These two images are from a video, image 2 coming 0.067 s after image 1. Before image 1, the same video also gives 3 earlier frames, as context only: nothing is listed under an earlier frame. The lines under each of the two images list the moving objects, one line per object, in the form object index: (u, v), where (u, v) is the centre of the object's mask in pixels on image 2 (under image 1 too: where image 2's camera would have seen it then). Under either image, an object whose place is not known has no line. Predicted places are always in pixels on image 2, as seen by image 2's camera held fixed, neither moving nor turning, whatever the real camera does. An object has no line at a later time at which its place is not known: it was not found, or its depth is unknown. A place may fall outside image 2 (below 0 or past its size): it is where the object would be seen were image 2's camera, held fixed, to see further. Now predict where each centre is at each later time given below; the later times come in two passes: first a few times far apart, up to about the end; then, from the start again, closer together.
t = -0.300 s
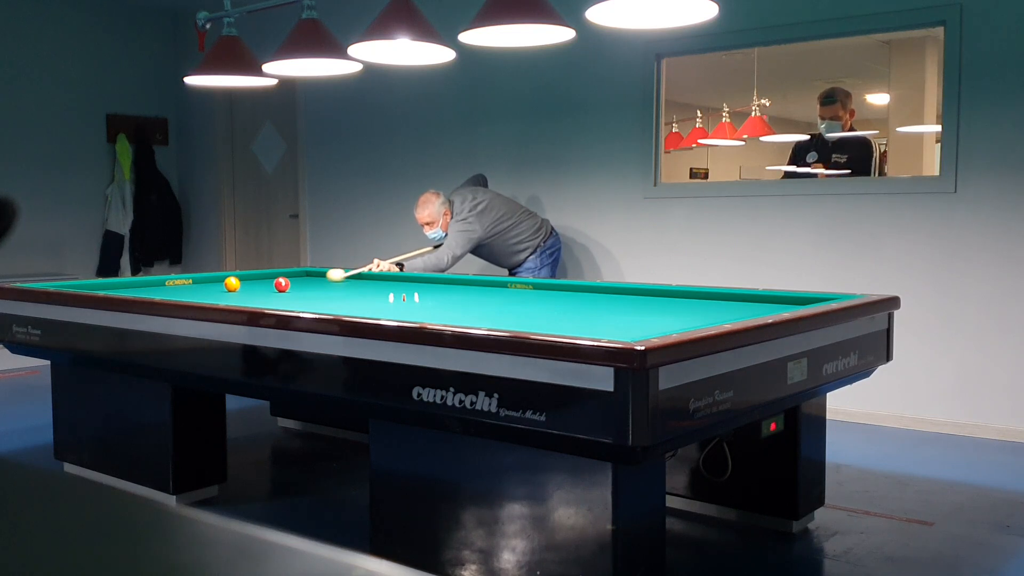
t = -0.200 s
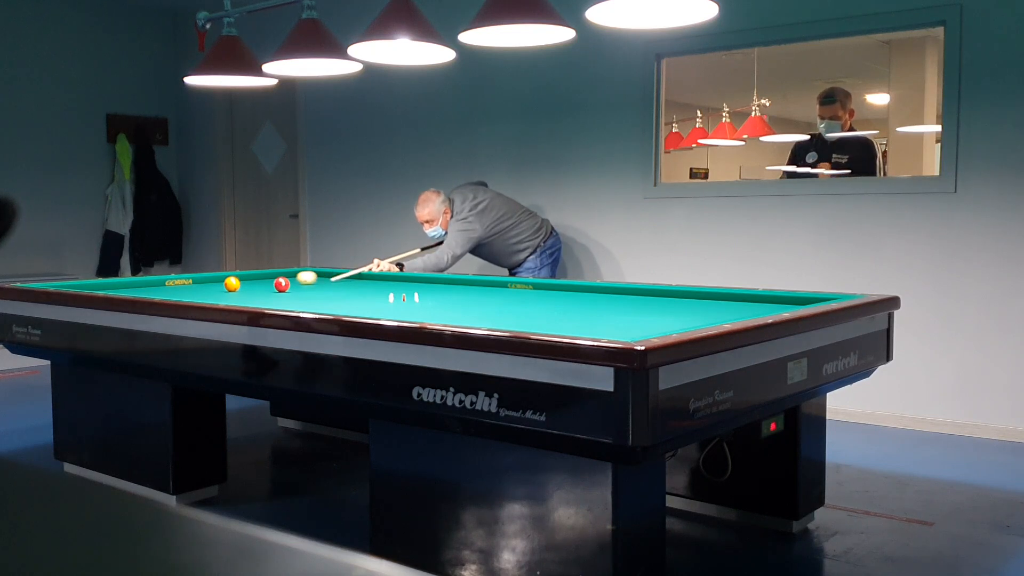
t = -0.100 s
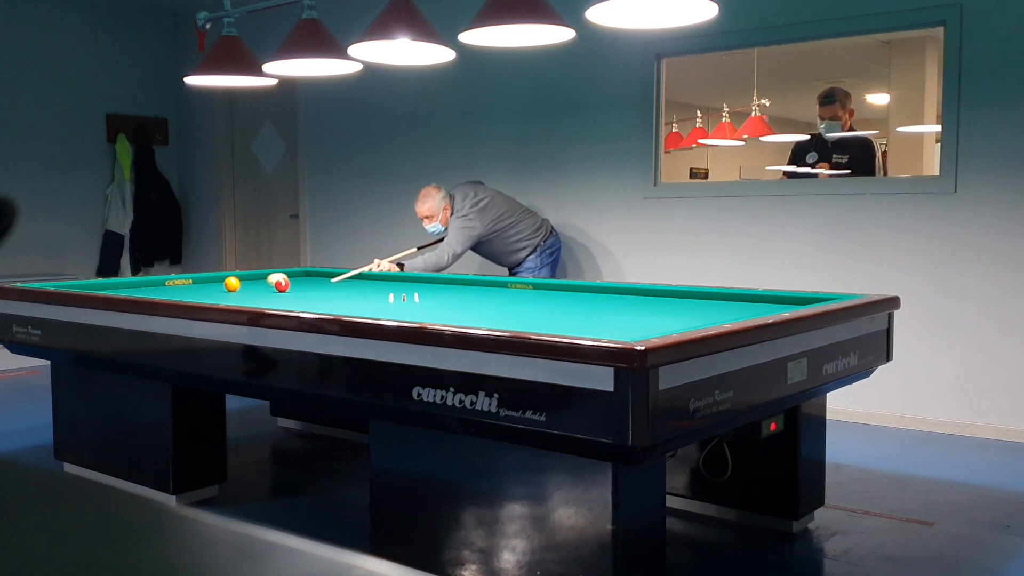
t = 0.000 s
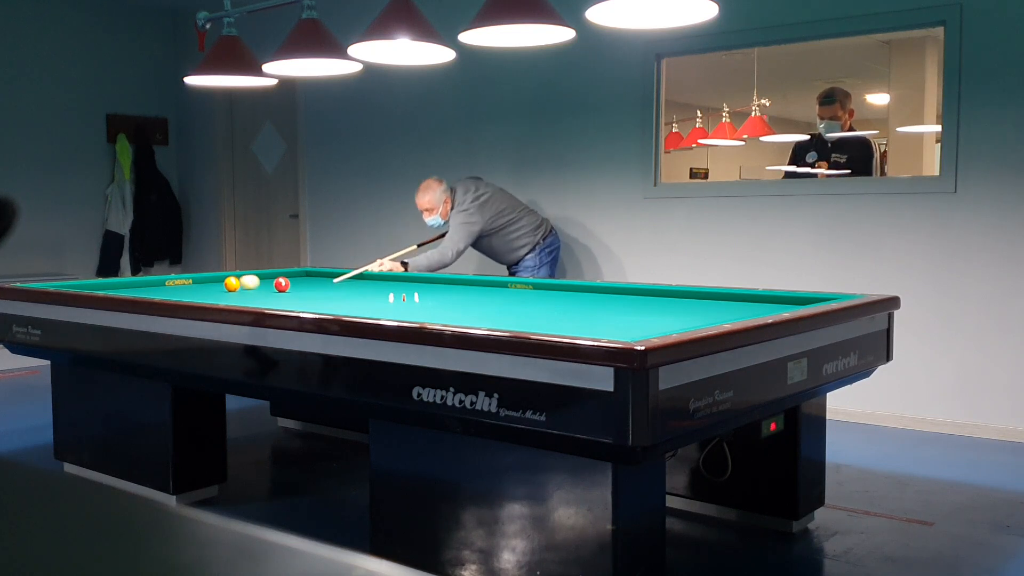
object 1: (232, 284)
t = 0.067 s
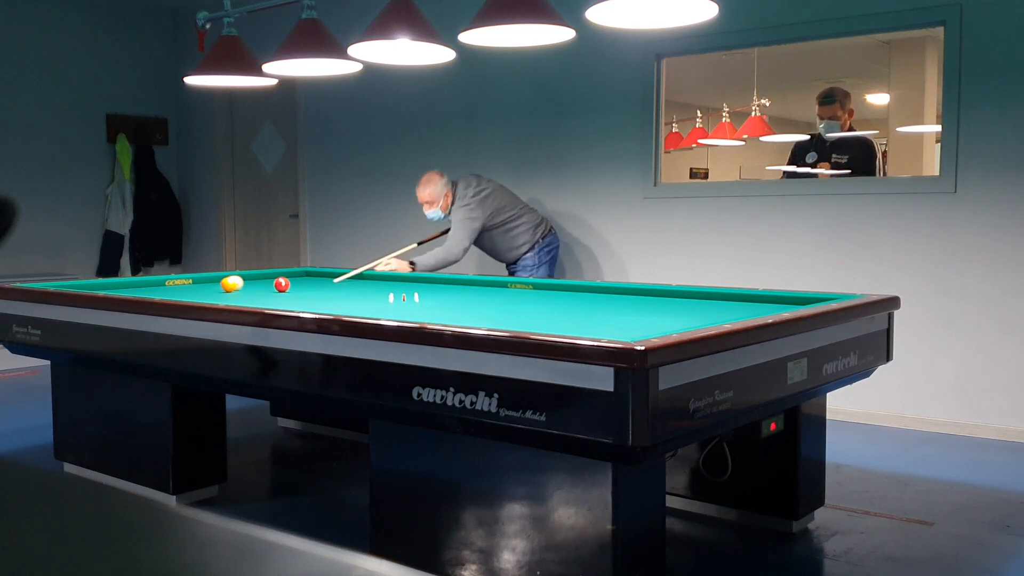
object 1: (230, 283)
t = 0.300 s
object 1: (206, 289)
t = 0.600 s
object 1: (179, 293)
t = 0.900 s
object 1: (166, 294)
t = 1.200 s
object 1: (207, 295)
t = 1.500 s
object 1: (246, 296)
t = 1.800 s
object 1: (283, 295)
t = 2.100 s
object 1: (317, 294)
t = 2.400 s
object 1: (350, 294)
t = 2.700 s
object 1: (382, 293)
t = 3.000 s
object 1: (411, 292)
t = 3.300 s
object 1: (439, 292)
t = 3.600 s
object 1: (465, 291)
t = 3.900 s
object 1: (491, 291)
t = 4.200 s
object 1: (514, 290)
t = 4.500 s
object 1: (537, 290)
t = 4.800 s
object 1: (558, 289)
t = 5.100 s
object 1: (579, 289)
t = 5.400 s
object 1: (598, 289)
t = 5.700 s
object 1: (616, 289)
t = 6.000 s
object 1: (625, 289)
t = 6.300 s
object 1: (627, 289)
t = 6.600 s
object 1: (629, 290)
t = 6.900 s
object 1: (631, 291)
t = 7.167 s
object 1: (632, 291)
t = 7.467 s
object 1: (633, 292)
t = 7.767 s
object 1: (634, 292)
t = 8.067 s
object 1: (635, 292)
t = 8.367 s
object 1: (635, 293)
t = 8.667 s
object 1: (635, 293)
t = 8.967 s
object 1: (635, 293)
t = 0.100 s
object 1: (225, 285)
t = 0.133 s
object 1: (222, 285)
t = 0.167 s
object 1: (219, 285)
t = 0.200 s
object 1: (215, 285)
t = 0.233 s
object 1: (211, 286)
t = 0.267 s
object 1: (209, 289)
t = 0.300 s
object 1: (206, 289)
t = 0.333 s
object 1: (203, 290)
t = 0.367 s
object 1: (200, 290)
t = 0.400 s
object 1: (197, 291)
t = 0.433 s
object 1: (194, 291)
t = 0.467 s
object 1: (191, 291)
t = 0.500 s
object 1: (188, 292)
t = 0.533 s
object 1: (185, 292)
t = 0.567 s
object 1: (182, 292)
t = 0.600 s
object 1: (179, 293)
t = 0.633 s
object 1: (175, 293)
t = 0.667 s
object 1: (172, 293)
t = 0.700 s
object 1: (169, 293)
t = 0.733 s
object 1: (165, 294)
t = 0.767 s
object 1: (162, 294)
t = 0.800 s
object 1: (159, 294)
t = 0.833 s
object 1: (156, 294)
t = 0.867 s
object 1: (161, 294)
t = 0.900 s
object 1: (166, 294)
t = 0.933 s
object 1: (171, 295)
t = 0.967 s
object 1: (176, 294)
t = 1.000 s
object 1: (180, 295)
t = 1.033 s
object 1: (185, 295)
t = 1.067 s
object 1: (189, 295)
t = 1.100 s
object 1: (194, 295)
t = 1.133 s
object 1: (198, 295)
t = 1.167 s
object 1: (203, 295)
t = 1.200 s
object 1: (207, 295)
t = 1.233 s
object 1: (211, 295)
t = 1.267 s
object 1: (216, 296)
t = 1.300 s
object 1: (220, 295)
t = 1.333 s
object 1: (224, 296)
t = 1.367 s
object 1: (229, 296)
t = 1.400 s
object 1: (233, 295)
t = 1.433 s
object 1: (237, 296)
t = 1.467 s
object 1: (242, 296)
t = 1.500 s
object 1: (246, 296)
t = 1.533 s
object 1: (250, 296)
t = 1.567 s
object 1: (254, 296)
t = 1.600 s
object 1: (258, 295)
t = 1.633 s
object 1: (262, 296)
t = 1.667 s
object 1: (266, 295)
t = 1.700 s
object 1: (270, 295)
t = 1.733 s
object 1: (274, 295)
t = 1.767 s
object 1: (279, 295)
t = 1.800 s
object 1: (283, 295)
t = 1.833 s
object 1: (287, 295)
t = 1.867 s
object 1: (291, 295)
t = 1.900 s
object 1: (295, 295)
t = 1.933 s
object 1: (299, 295)
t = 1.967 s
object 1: (302, 295)
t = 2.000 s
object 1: (306, 295)
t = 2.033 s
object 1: (310, 294)
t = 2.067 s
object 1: (314, 294)
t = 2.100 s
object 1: (317, 294)
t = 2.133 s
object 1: (321, 294)
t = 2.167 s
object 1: (325, 294)
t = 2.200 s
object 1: (328, 294)
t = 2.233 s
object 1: (332, 294)
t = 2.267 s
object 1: (336, 294)
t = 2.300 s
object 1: (340, 294)
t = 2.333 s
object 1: (343, 294)
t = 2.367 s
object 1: (347, 294)
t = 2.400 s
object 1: (350, 294)
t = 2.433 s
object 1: (354, 293)
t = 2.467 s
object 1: (357, 293)
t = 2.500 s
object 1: (361, 293)
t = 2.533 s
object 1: (364, 293)
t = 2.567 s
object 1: (368, 293)
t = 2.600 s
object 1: (371, 293)
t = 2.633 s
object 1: (375, 293)
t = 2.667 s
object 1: (378, 293)
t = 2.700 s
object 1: (382, 293)
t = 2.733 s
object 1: (385, 293)
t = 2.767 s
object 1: (389, 293)
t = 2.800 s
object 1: (392, 292)
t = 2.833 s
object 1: (395, 293)
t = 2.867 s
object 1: (399, 293)
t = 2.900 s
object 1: (402, 292)
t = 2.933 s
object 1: (405, 293)
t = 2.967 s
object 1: (408, 292)
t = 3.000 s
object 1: (411, 292)
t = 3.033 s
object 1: (415, 292)
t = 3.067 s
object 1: (418, 292)
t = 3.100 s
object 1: (421, 292)
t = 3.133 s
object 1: (424, 292)
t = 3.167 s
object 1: (427, 292)
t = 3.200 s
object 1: (430, 292)
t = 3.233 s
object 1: (433, 292)
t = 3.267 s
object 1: (436, 292)
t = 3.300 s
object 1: (439, 292)
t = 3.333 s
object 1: (442, 292)
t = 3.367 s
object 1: (445, 292)
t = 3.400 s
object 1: (448, 292)
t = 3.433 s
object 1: (451, 292)
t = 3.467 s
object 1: (454, 291)
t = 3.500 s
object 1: (457, 291)
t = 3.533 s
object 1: (460, 291)
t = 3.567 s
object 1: (463, 291)
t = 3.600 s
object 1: (465, 291)
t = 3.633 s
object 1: (468, 291)
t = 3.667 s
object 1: (471, 291)
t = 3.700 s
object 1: (474, 291)
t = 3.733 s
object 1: (477, 291)
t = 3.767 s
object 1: (479, 291)
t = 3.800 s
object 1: (482, 291)
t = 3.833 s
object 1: (485, 291)
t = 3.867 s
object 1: (488, 291)
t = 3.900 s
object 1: (491, 291)
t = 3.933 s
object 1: (493, 291)
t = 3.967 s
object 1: (496, 291)
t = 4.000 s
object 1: (498, 291)
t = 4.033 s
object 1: (501, 290)
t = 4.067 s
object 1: (504, 290)
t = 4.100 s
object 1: (507, 290)
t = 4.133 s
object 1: (509, 290)
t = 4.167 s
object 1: (512, 290)
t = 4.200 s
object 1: (514, 290)
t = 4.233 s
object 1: (517, 290)
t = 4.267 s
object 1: (519, 290)
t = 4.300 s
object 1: (522, 290)
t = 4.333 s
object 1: (525, 290)
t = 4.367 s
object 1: (527, 290)
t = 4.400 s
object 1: (530, 290)
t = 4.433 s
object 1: (532, 290)
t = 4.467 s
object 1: (535, 290)
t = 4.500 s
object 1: (537, 290)
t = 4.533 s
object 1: (539, 290)
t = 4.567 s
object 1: (542, 290)
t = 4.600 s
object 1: (544, 290)
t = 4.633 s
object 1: (547, 290)
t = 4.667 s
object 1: (549, 290)
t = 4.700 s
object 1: (551, 290)
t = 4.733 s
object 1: (554, 290)
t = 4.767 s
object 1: (556, 290)
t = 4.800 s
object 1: (558, 289)
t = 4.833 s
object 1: (561, 289)
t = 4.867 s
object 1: (563, 289)
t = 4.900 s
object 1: (565, 289)
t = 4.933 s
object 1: (567, 289)
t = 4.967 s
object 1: (570, 289)
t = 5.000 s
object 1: (572, 289)
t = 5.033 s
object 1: (574, 289)
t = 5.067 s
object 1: (576, 289)
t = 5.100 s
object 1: (579, 289)
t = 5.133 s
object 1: (581, 289)
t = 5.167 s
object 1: (583, 289)
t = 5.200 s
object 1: (585, 289)
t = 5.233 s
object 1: (587, 289)
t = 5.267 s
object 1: (590, 289)
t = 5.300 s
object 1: (592, 289)
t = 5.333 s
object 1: (594, 289)
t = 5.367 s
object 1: (596, 289)
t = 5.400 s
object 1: (598, 289)
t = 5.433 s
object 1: (600, 289)
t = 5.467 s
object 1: (602, 289)
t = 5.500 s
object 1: (604, 289)
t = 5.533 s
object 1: (606, 289)
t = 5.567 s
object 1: (608, 289)
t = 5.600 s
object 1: (610, 289)
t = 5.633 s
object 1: (612, 289)
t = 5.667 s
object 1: (614, 289)
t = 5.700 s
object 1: (616, 289)
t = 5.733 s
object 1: (618, 289)
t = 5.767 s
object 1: (620, 289)
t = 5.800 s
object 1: (622, 289)
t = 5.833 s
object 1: (624, 288)
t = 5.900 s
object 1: (624, 289)
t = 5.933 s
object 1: (625, 289)
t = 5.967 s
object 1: (625, 289)
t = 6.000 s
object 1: (625, 289)
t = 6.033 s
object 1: (625, 289)
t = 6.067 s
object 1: (626, 289)
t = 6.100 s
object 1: (626, 289)
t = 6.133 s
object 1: (626, 289)
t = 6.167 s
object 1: (626, 289)
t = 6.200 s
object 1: (627, 289)
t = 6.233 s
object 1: (627, 289)
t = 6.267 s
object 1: (627, 289)
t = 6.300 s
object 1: (627, 289)
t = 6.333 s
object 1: (628, 290)
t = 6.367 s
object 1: (628, 290)
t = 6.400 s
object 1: (628, 290)
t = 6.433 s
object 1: (628, 290)
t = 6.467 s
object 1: (628, 290)
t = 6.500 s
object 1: (629, 290)
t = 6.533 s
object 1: (629, 290)
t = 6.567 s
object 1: (629, 290)
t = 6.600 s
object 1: (629, 290)
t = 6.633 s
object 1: (630, 290)
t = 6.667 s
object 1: (630, 290)
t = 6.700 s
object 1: (630, 290)
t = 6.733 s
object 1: (630, 290)
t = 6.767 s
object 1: (630, 291)
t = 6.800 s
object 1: (631, 291)
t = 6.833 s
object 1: (631, 291)
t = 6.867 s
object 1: (631, 291)
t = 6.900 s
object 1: (631, 291)
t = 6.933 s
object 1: (631, 291)
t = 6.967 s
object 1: (631, 291)
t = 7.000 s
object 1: (631, 291)
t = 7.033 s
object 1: (631, 291)
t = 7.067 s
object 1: (632, 291)
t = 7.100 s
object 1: (632, 291)
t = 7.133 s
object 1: (632, 291)
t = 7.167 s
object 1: (632, 291)
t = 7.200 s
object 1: (632, 291)
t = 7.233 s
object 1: (632, 291)
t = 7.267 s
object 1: (632, 292)
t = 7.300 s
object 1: (633, 292)
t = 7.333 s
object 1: (633, 292)
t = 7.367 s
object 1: (633, 292)
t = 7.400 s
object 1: (633, 292)
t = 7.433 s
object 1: (633, 292)
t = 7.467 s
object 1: (633, 292)
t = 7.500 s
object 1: (633, 292)
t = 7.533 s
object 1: (633, 292)
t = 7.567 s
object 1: (634, 292)
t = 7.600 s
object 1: (634, 292)
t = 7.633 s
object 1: (634, 292)
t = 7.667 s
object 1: (634, 292)
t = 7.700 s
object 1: (634, 292)
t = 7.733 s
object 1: (634, 292)
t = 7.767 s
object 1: (634, 292)
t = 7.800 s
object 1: (634, 292)
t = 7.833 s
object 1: (634, 292)
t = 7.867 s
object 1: (634, 292)
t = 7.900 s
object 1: (634, 292)
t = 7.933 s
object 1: (634, 292)
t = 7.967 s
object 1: (635, 292)
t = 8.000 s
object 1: (635, 292)
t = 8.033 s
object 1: (635, 292)
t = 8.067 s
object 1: (635, 292)
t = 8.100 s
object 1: (635, 292)
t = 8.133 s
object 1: (635, 292)
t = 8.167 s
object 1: (635, 292)
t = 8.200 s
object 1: (635, 293)
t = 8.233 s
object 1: (635, 293)
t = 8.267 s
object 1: (635, 293)
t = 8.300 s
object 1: (635, 293)
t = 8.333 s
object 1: (635, 293)
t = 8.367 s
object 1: (635, 293)
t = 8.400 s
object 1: (635, 293)
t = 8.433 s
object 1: (635, 293)
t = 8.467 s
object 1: (635, 293)
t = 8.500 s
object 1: (635, 293)
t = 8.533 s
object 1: (635, 293)
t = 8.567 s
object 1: (635, 293)
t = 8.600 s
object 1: (635, 293)
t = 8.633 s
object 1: (635, 293)
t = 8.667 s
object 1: (635, 293)
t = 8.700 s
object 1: (635, 293)
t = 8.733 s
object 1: (635, 293)
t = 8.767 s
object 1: (635, 293)
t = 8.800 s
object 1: (635, 293)
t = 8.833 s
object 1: (635, 293)
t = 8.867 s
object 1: (635, 293)
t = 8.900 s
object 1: (635, 293)
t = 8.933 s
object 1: (635, 293)
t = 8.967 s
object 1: (635, 293)
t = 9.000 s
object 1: (635, 293)
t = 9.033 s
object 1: (635, 293)
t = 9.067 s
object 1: (635, 293)
